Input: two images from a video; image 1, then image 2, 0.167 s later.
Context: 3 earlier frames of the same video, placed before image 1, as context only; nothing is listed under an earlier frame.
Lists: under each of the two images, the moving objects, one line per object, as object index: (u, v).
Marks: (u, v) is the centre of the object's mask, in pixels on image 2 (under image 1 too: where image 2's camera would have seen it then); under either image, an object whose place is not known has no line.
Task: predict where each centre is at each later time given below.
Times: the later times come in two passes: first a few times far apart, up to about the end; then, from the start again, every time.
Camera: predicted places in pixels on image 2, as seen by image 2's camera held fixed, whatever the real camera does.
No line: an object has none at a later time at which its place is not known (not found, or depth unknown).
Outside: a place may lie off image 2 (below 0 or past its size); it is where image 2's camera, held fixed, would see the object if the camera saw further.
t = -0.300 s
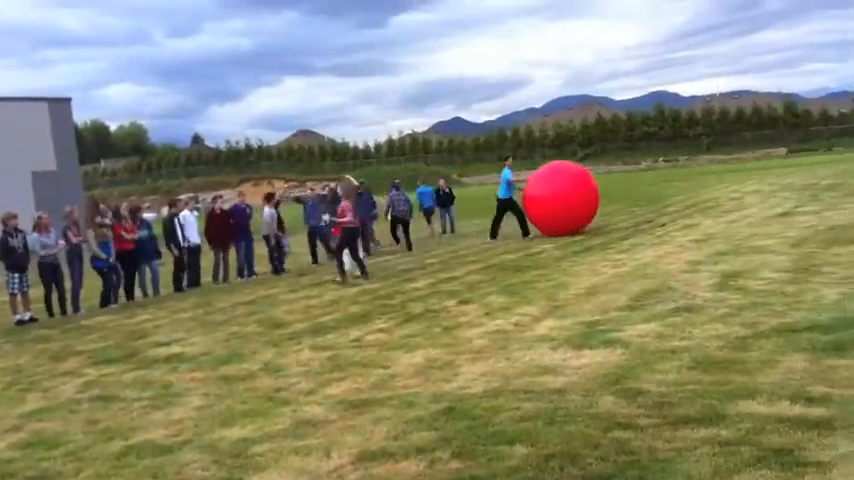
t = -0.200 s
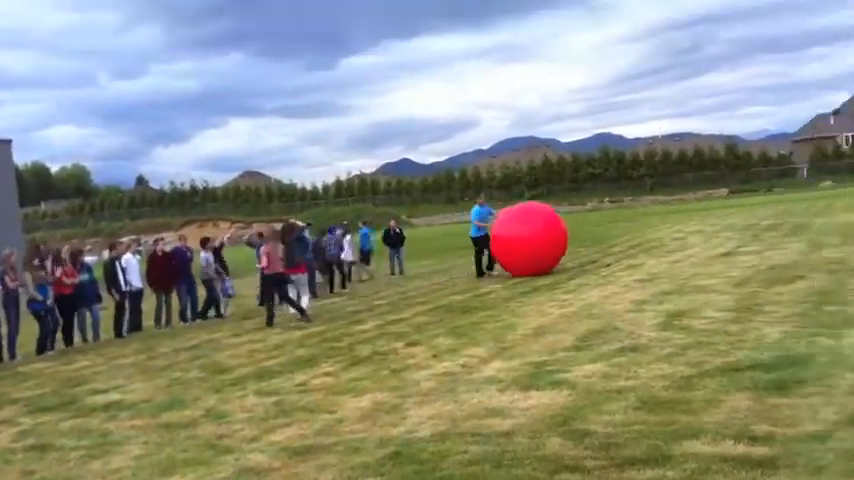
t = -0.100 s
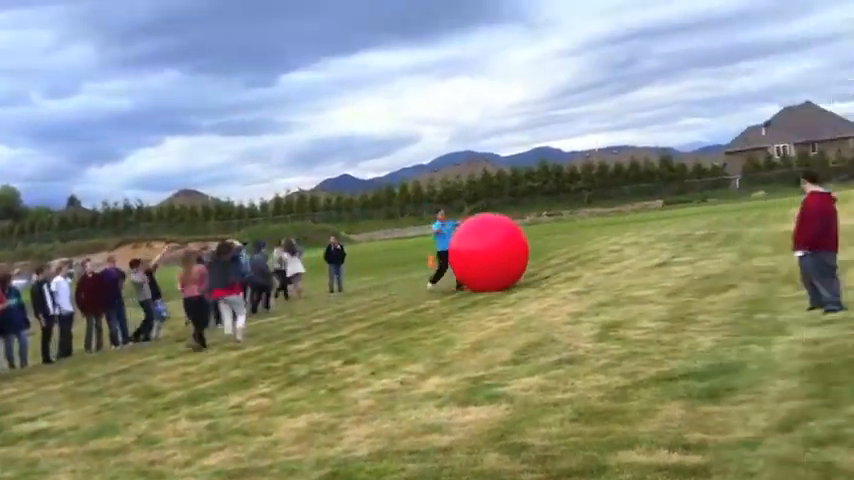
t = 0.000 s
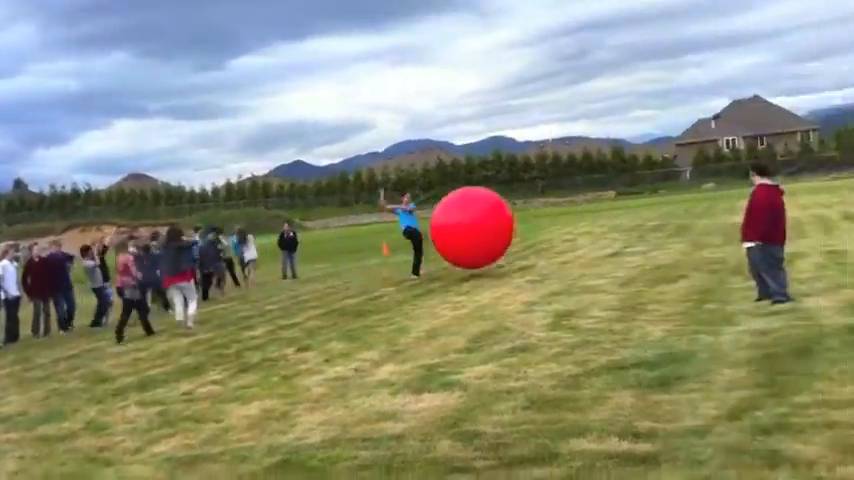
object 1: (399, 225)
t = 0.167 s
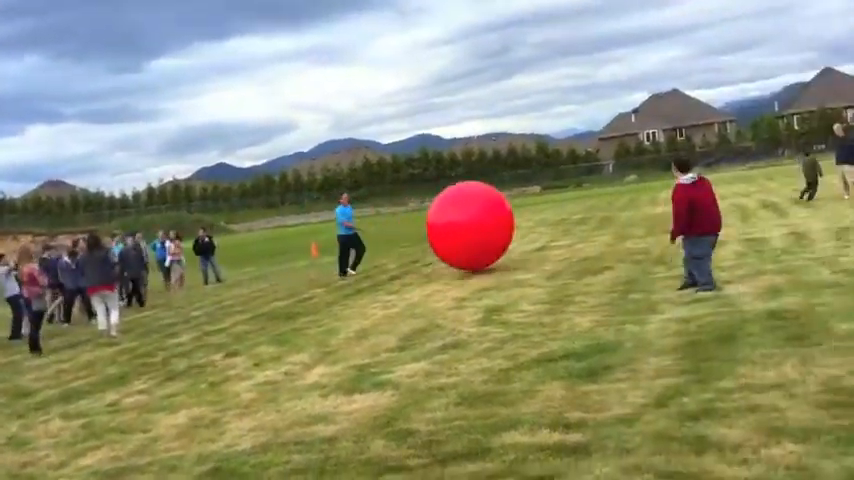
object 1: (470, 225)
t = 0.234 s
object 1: (500, 233)
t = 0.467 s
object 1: (598, 219)
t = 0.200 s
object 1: (485, 229)
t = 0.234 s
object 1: (500, 233)
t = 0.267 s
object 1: (514, 227)
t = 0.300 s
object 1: (528, 222)
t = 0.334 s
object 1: (542, 222)
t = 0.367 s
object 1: (556, 223)
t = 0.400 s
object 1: (569, 219)
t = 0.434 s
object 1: (583, 217)
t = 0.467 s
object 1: (598, 219)
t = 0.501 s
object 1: (612, 219)
